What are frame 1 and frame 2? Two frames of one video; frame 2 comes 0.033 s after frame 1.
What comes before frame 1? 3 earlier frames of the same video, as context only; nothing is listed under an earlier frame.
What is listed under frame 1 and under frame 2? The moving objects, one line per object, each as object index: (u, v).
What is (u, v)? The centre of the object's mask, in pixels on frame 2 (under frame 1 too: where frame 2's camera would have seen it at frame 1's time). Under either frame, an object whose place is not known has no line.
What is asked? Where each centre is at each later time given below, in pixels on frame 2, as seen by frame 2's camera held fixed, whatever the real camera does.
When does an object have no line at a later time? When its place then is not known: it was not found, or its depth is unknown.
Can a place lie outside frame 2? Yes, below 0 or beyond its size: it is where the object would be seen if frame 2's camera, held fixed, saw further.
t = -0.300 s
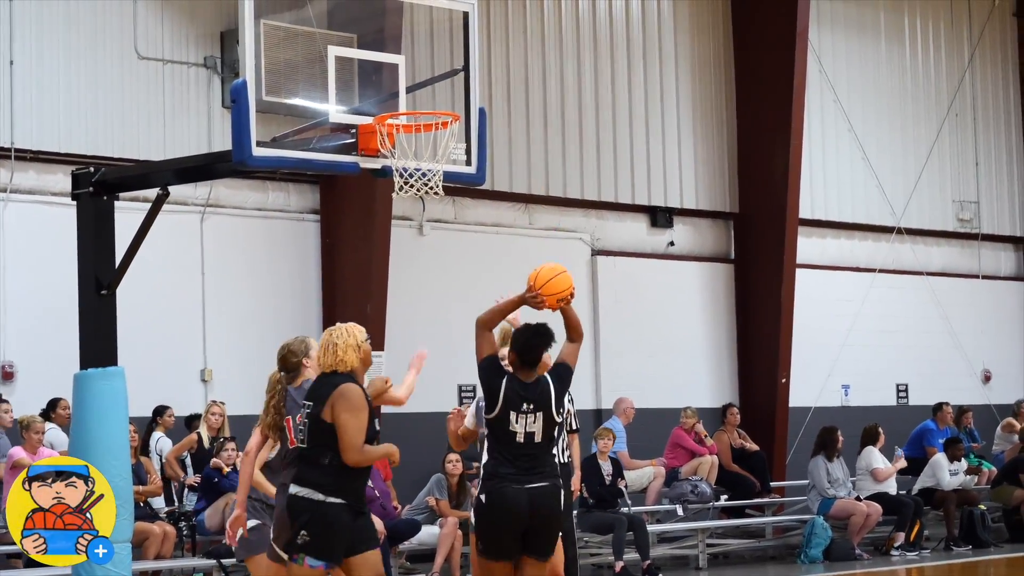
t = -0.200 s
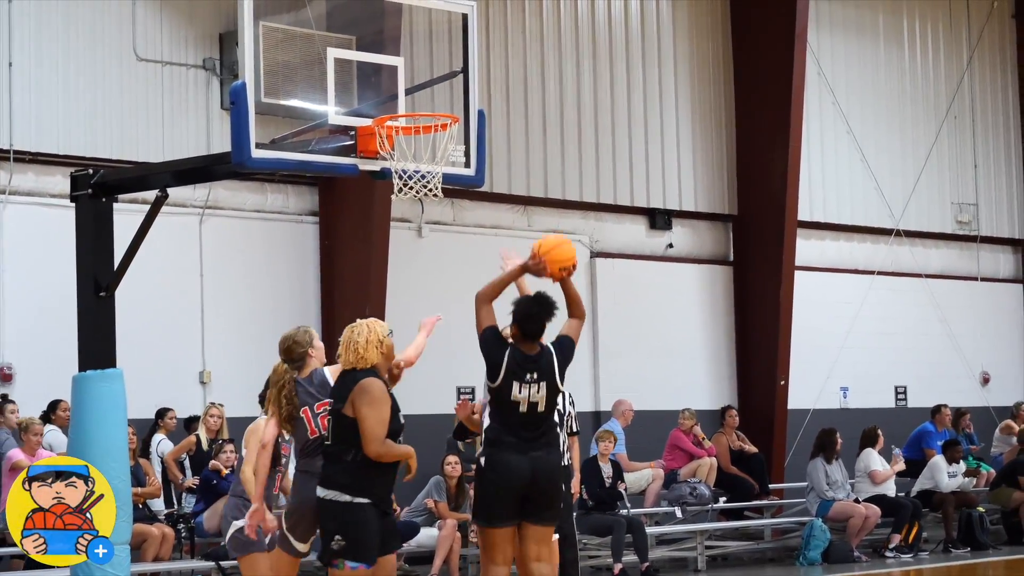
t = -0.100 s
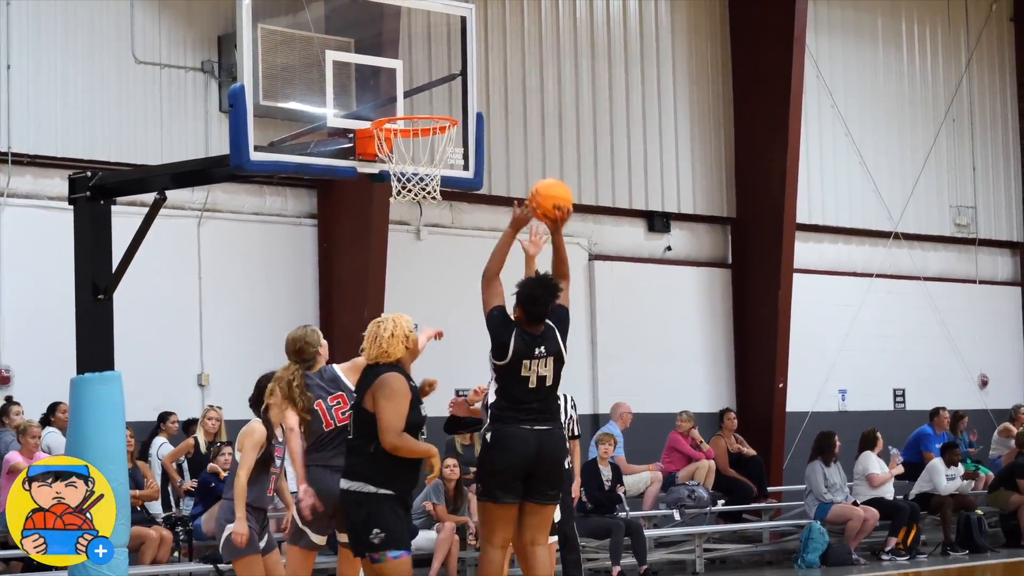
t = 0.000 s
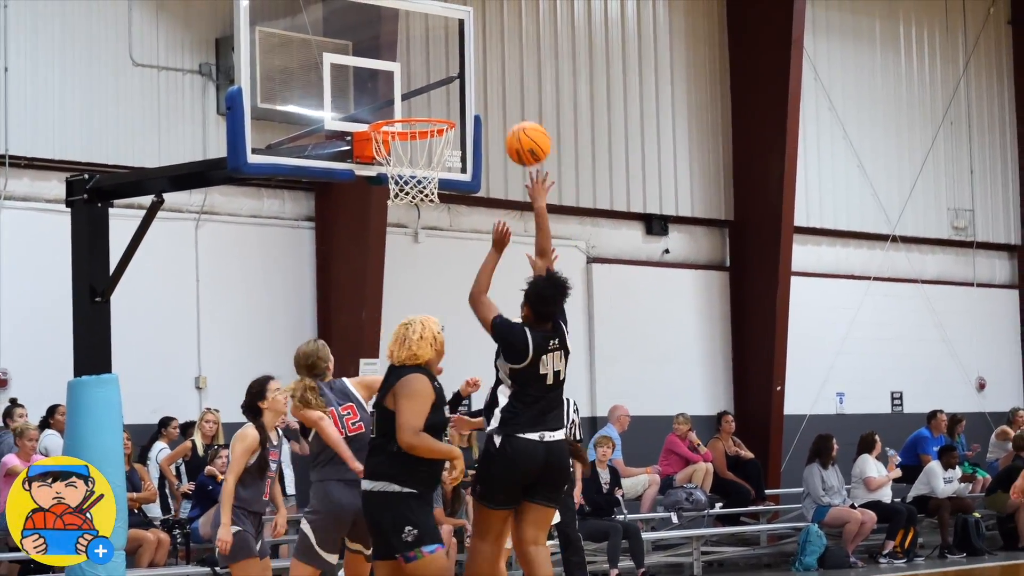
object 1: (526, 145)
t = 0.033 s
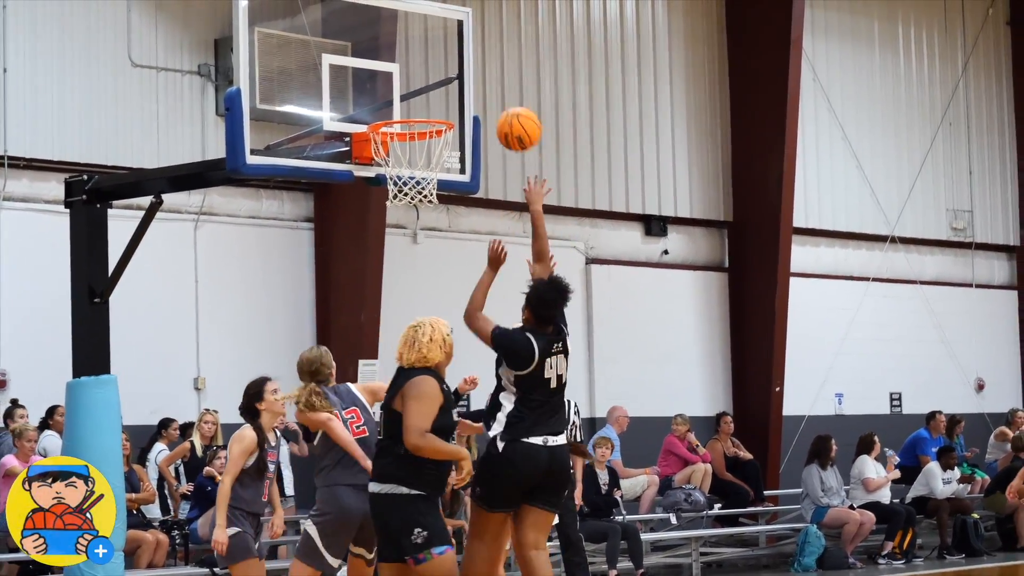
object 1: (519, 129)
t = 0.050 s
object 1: (515, 122)
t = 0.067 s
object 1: (511, 115)
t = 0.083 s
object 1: (507, 110)
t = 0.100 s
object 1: (503, 104)
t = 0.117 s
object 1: (499, 99)
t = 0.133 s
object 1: (496, 95)
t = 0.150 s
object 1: (492, 91)
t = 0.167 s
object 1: (489, 87)
